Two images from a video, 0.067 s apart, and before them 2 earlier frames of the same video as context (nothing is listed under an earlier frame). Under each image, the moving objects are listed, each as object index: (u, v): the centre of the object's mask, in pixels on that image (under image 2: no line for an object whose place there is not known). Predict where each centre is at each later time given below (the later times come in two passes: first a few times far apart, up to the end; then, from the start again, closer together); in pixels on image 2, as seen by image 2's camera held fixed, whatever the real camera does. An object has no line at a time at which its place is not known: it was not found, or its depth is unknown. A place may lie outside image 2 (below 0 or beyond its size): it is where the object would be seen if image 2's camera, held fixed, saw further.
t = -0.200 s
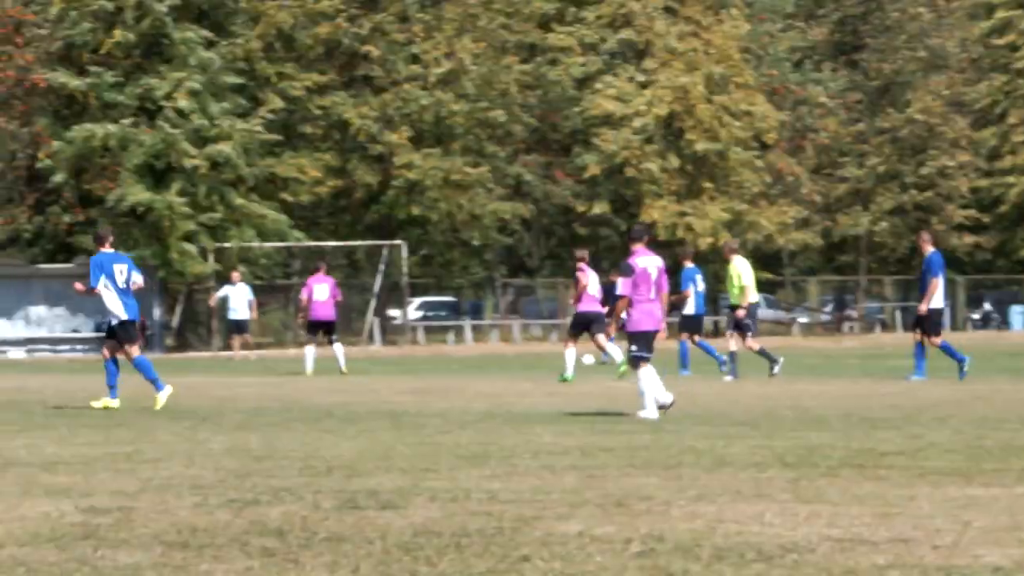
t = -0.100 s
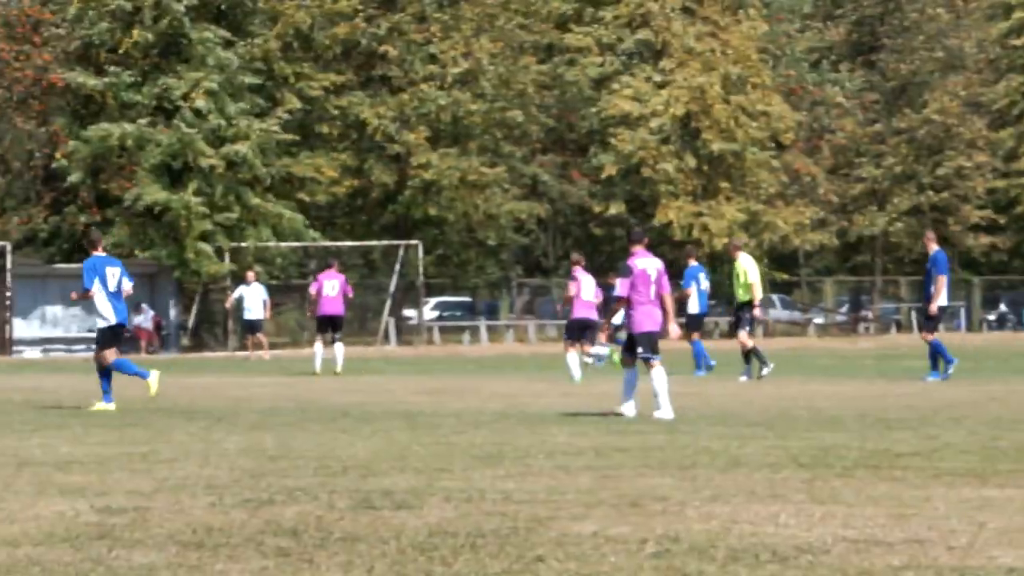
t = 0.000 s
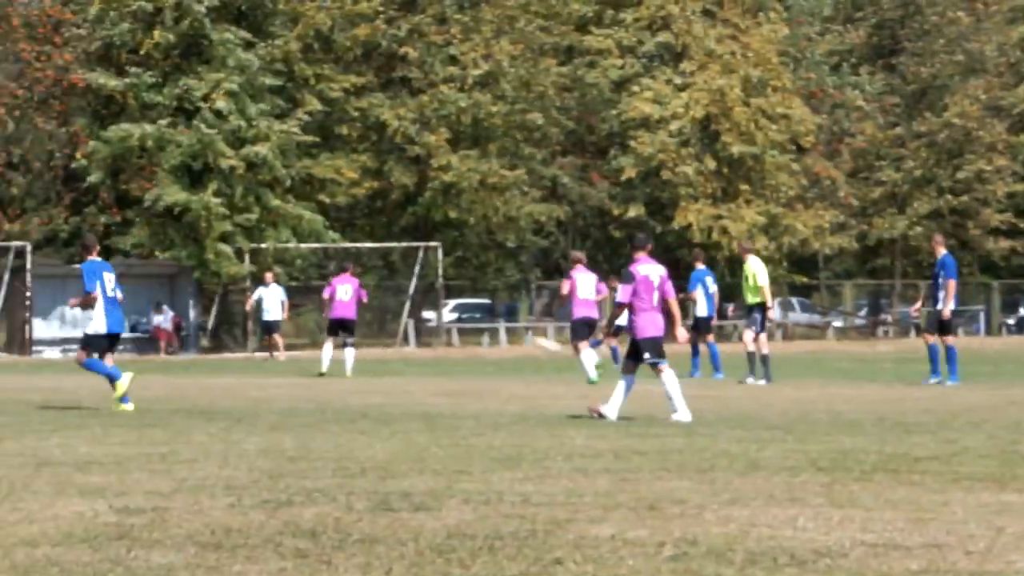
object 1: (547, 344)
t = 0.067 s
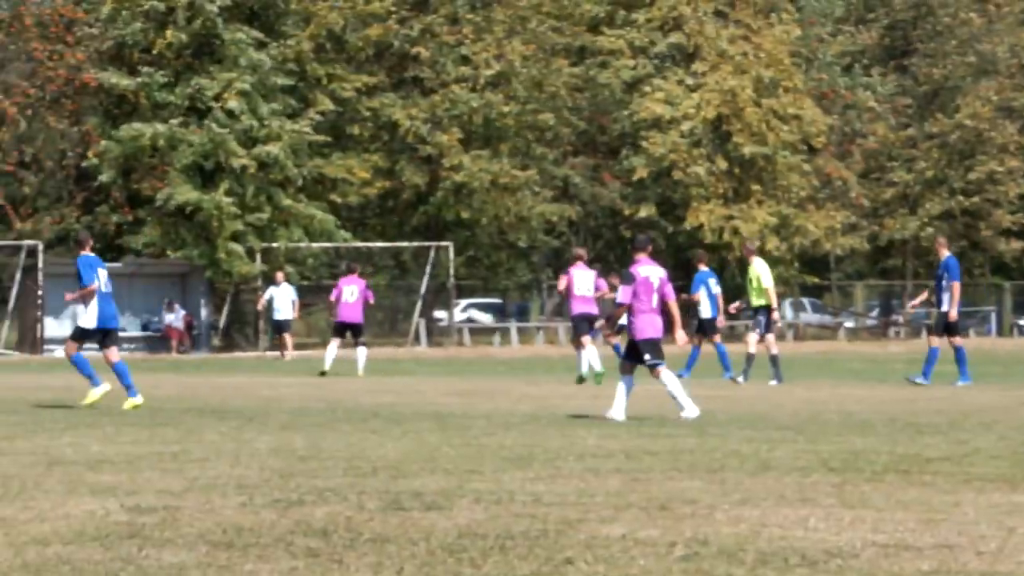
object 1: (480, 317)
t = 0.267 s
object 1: (251, 244)
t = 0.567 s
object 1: (-93, 160)
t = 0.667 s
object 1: (-214, 138)
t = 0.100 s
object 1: (441, 303)
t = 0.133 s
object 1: (403, 291)
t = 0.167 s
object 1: (365, 278)
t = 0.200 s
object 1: (324, 265)
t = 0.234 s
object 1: (288, 255)
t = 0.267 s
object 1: (251, 244)
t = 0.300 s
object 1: (212, 233)
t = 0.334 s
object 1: (174, 223)
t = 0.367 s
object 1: (137, 213)
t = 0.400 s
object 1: (98, 204)
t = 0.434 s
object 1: (59, 194)
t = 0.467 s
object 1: (21, 185)
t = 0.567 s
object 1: (-93, 160)
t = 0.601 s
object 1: (-134, 152)
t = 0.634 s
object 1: (-173, 144)
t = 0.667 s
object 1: (-214, 138)
